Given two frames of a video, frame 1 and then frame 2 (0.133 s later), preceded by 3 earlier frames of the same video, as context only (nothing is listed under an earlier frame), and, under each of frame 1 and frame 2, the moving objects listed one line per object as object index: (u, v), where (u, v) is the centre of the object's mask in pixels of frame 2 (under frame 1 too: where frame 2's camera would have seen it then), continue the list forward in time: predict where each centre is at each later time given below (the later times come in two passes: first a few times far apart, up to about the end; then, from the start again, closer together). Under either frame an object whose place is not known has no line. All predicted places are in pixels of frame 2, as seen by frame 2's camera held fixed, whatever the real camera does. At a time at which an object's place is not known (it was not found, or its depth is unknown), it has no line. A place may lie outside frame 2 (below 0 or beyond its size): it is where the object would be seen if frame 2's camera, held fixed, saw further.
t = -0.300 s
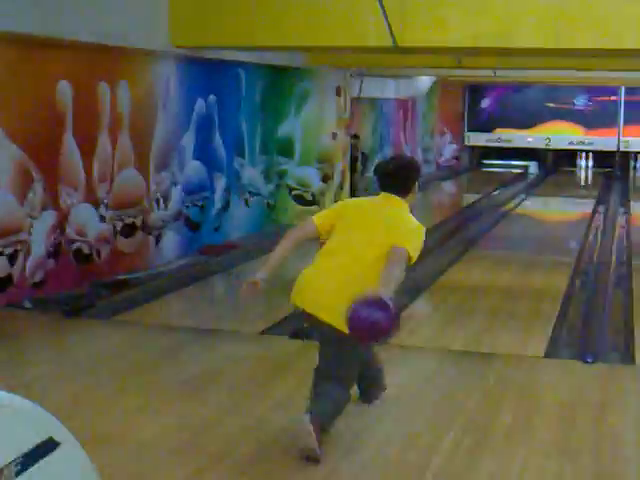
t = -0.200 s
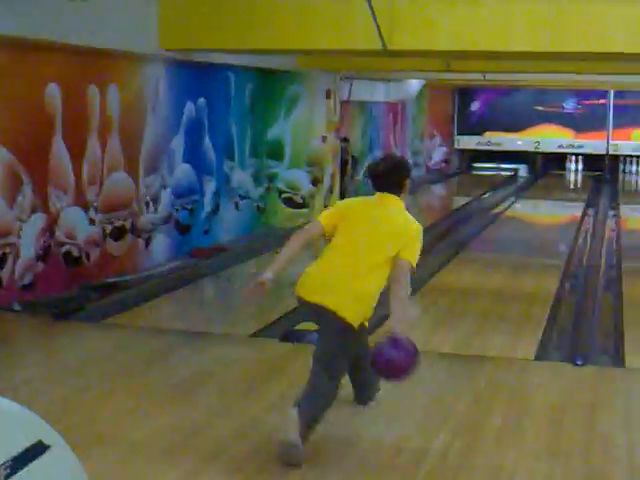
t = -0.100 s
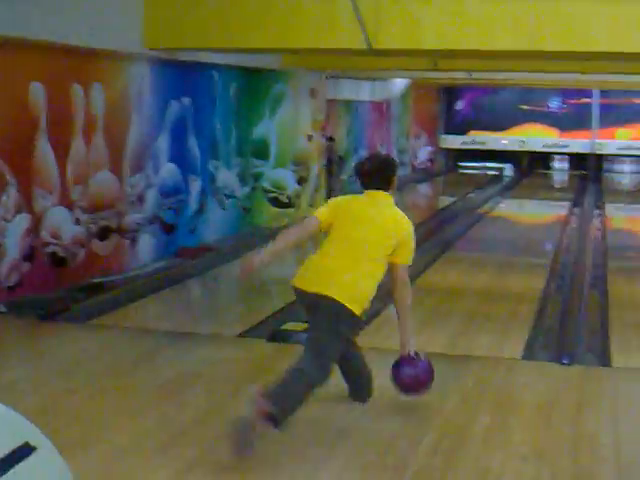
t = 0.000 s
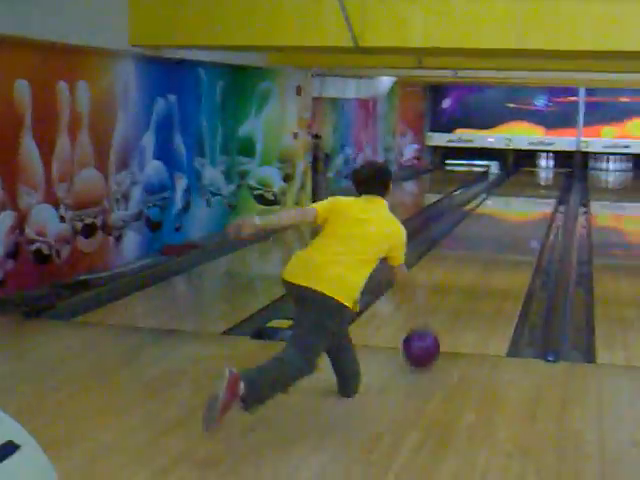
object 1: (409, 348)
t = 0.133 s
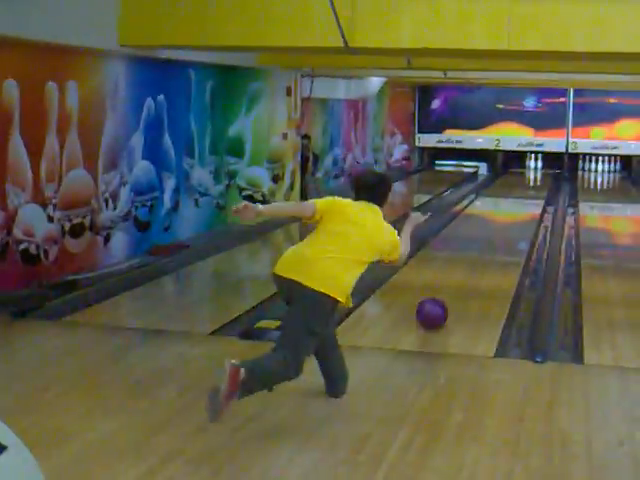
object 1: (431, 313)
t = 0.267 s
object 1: (448, 288)
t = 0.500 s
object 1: (469, 256)
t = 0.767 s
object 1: (485, 232)
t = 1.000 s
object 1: (494, 218)
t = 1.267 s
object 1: (503, 204)
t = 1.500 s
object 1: (509, 194)
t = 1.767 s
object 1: (514, 187)
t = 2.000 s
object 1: (519, 180)
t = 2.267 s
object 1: (524, 174)
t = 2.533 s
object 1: (526, 171)
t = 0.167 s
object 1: (436, 306)
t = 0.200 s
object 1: (440, 300)
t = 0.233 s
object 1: (444, 294)
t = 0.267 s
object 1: (448, 288)
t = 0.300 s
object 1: (452, 282)
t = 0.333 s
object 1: (455, 277)
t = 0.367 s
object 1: (458, 272)
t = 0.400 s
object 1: (461, 268)
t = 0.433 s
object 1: (464, 263)
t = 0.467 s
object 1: (466, 260)
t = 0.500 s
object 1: (469, 256)
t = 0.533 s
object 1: (471, 252)
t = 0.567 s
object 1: (474, 248)
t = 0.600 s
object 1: (476, 245)
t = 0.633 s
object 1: (478, 242)
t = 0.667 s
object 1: (480, 239)
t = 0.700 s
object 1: (481, 237)
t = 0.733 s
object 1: (484, 234)
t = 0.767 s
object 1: (485, 232)
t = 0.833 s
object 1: (487, 229)
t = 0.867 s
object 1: (488, 227)
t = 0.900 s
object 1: (490, 224)
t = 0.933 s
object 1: (491, 222)
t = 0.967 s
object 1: (493, 220)
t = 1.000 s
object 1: (494, 218)
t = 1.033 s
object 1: (495, 216)
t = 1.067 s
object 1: (496, 214)
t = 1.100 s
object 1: (498, 212)
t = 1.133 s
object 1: (499, 210)
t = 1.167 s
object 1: (500, 209)
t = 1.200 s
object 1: (501, 207)
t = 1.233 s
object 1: (502, 205)
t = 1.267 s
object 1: (503, 204)
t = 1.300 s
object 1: (504, 203)
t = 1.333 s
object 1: (505, 201)
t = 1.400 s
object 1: (507, 198)
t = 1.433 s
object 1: (507, 197)
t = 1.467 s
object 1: (508, 196)
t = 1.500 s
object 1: (509, 194)
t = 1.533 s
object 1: (510, 194)
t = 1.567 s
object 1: (511, 192)
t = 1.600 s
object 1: (512, 191)
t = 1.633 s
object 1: (512, 191)
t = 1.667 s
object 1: (513, 191)
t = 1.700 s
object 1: (514, 188)
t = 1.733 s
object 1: (514, 188)
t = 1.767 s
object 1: (514, 187)
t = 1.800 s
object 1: (515, 186)
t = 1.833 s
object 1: (516, 185)
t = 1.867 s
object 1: (516, 184)
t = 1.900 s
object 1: (517, 183)
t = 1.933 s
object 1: (518, 182)
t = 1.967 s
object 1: (518, 181)
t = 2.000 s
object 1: (519, 180)
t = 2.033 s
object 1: (519, 180)
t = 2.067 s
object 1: (519, 179)
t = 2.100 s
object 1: (520, 179)
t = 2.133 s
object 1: (520, 178)
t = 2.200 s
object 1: (522, 176)
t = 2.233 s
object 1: (522, 176)
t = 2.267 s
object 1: (524, 174)
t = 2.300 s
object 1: (524, 174)
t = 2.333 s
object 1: (523, 174)
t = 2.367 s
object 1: (524, 174)
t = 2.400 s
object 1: (524, 173)
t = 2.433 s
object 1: (524, 172)
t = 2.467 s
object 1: (525, 171)
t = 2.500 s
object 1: (526, 171)
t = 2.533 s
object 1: (526, 171)
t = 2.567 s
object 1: (526, 170)
